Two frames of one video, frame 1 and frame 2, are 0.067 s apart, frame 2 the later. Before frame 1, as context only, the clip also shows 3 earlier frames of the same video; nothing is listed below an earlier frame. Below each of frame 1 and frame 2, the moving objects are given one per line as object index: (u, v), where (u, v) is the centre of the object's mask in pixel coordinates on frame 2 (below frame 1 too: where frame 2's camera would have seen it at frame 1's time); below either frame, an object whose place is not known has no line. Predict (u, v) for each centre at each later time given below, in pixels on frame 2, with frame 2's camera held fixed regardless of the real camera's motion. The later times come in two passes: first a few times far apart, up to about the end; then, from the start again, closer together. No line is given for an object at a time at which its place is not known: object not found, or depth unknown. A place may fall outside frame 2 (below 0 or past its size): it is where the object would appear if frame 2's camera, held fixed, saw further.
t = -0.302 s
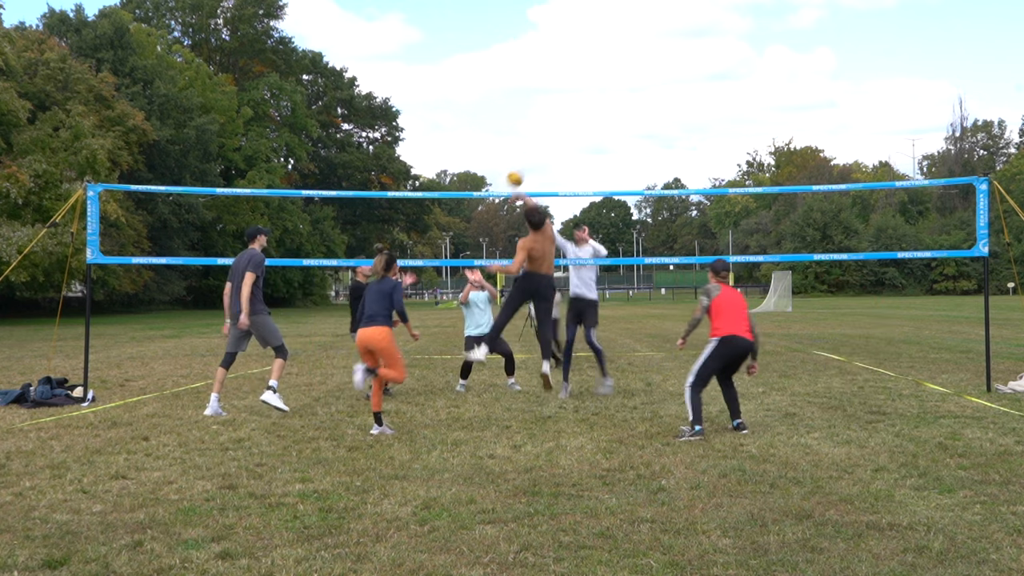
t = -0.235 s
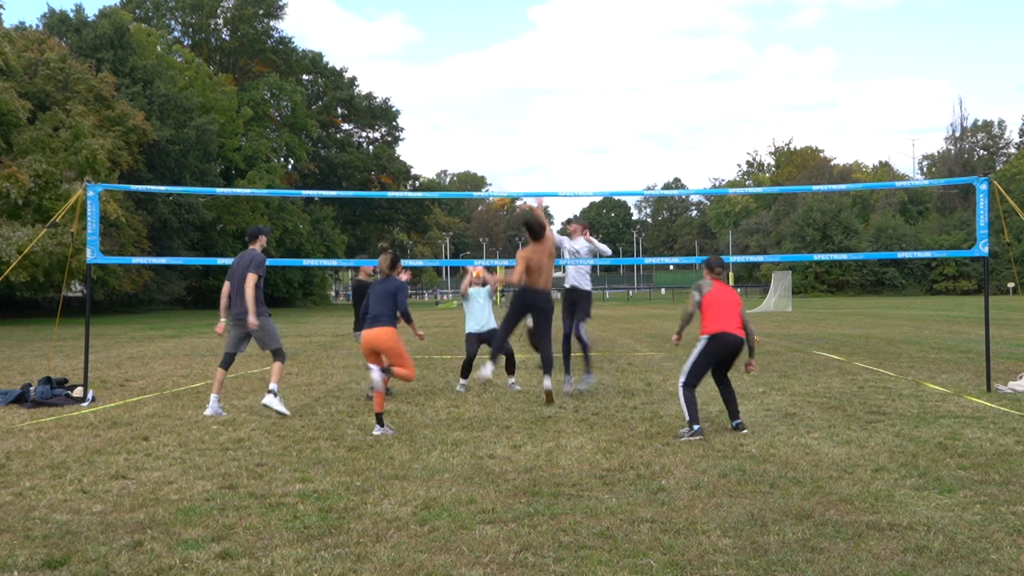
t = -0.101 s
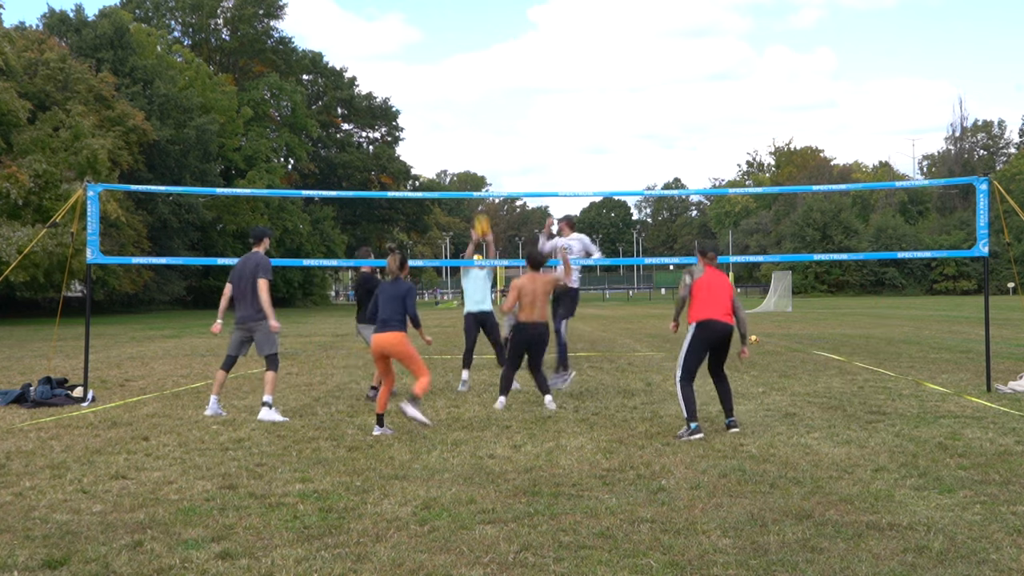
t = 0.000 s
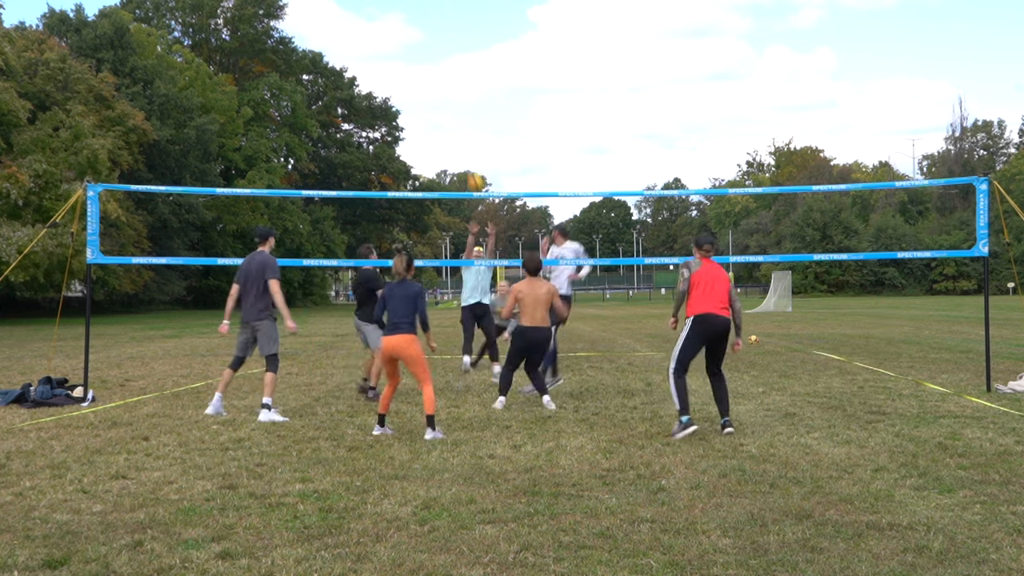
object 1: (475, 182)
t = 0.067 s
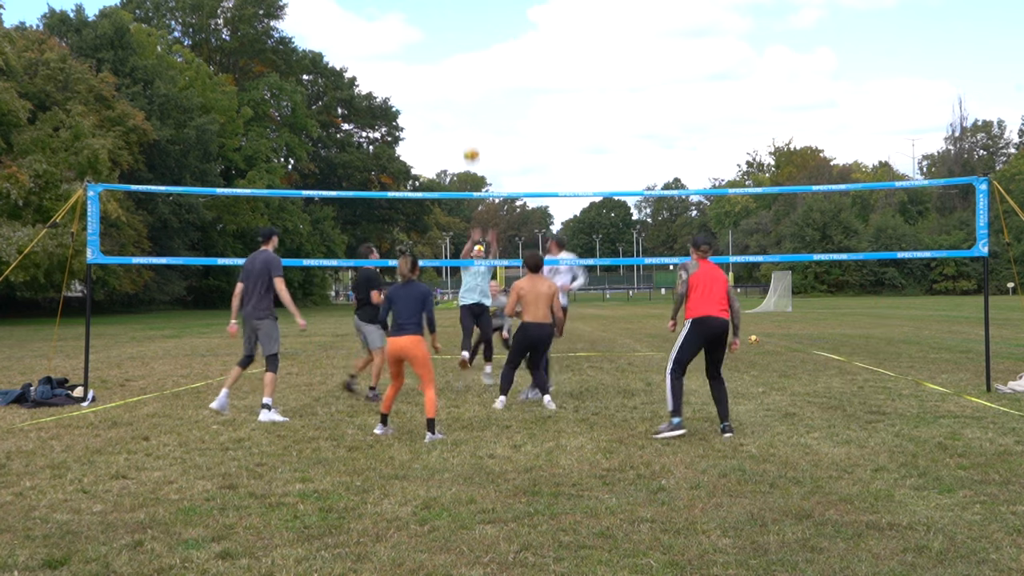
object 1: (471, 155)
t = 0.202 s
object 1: (462, 107)
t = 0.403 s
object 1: (447, 59)
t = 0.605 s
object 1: (432, 43)
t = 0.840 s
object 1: (414, 75)
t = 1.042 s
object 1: (395, 159)
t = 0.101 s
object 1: (469, 142)
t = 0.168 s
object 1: (464, 118)
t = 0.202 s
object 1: (462, 107)
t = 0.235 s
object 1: (459, 96)
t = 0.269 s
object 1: (457, 87)
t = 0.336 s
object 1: (452, 72)
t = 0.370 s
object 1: (450, 65)
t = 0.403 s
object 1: (447, 59)
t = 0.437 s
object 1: (445, 54)
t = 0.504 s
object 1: (440, 46)
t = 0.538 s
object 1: (438, 44)
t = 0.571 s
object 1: (435, 43)
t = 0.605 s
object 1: (432, 43)
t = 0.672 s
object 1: (427, 46)
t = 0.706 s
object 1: (424, 49)
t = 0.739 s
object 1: (422, 53)
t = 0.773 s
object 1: (419, 59)
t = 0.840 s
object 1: (414, 75)
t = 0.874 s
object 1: (411, 85)
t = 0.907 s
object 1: (408, 96)
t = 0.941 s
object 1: (405, 109)
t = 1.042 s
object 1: (395, 159)
